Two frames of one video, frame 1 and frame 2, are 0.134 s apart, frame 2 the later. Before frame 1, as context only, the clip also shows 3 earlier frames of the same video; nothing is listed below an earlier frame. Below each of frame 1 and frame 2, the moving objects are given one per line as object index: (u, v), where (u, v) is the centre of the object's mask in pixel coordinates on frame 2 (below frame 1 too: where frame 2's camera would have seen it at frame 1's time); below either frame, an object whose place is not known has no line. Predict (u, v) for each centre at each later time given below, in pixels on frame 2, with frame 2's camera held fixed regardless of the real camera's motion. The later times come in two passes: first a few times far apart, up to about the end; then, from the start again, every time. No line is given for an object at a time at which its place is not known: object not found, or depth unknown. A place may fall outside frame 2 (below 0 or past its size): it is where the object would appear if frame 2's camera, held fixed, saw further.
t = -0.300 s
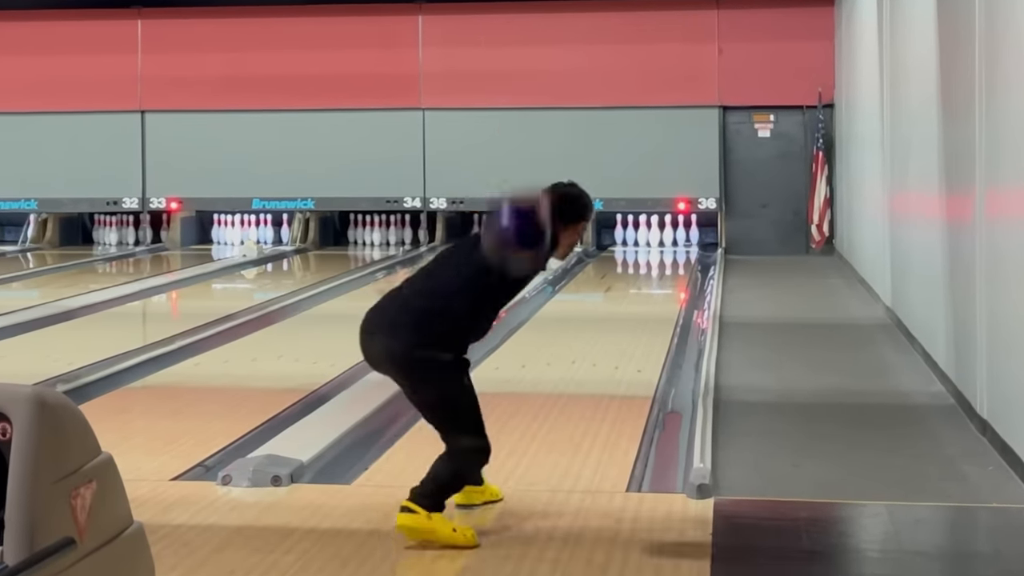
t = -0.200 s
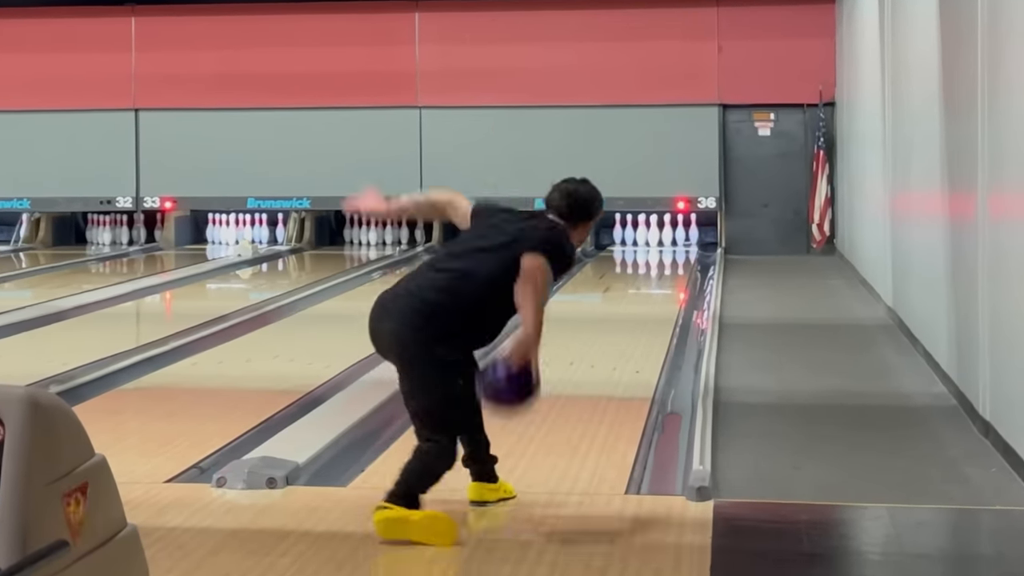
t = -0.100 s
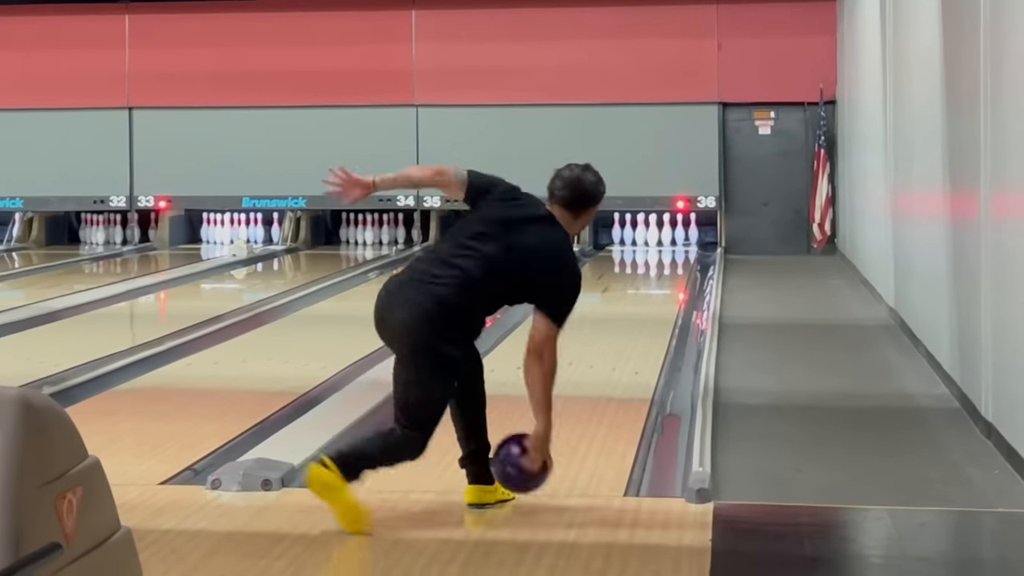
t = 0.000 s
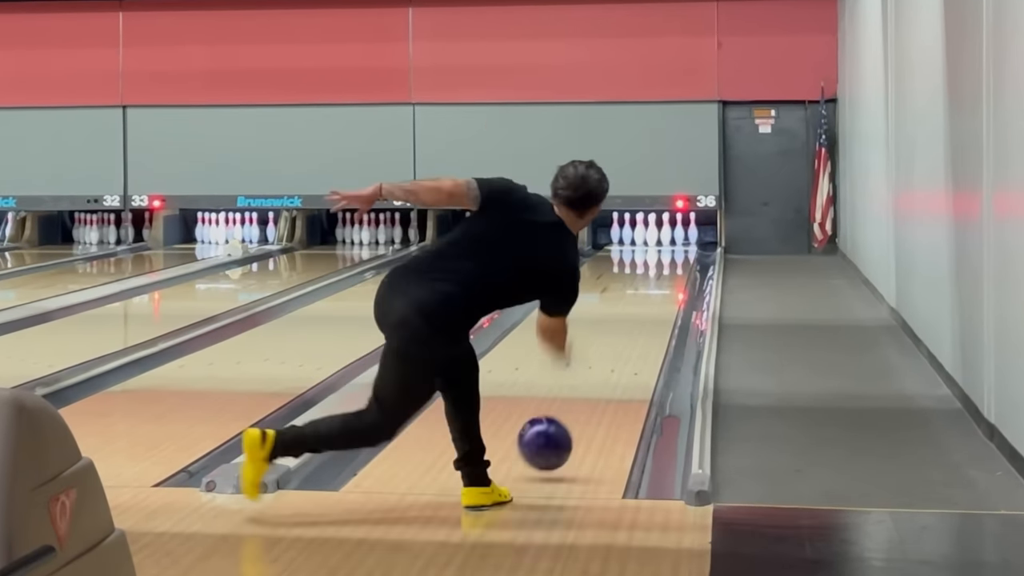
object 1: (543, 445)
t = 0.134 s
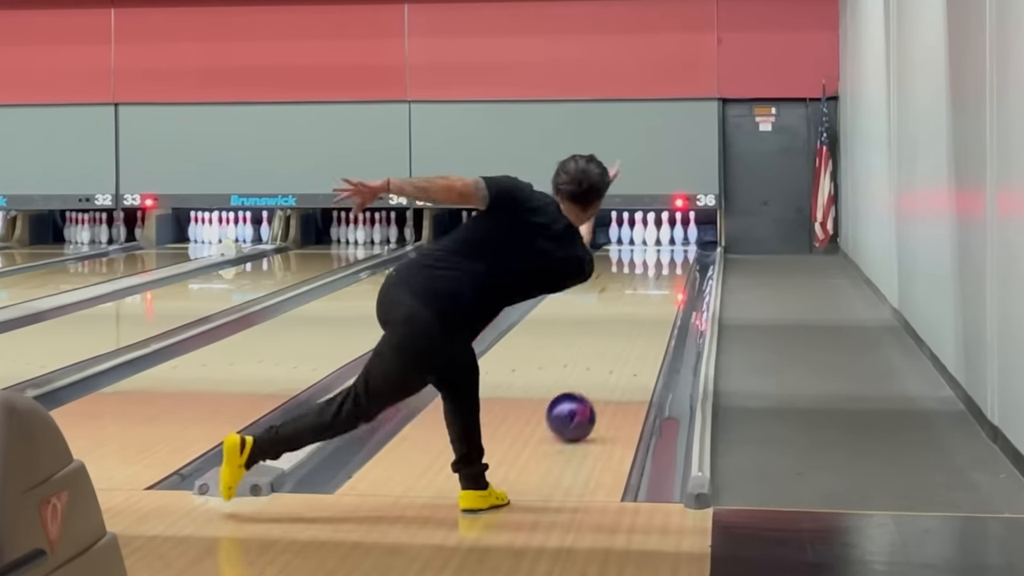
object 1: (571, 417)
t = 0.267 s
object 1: (592, 387)
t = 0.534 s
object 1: (623, 344)
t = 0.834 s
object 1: (644, 310)
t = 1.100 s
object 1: (655, 287)
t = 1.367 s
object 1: (662, 270)
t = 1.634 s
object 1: (664, 256)
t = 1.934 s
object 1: (662, 244)
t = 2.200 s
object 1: (658, 236)
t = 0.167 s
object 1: (576, 409)
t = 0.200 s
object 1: (582, 401)
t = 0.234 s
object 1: (587, 394)
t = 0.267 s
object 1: (592, 387)
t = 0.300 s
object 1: (597, 380)
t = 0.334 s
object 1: (601, 374)
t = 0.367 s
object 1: (604, 369)
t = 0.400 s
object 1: (608, 364)
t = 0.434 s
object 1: (612, 358)
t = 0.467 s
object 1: (611, 358)
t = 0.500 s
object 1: (626, 340)
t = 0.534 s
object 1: (623, 344)
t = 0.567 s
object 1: (625, 340)
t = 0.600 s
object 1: (628, 336)
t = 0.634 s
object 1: (631, 332)
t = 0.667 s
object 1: (633, 328)
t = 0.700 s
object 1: (636, 324)
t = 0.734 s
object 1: (638, 320)
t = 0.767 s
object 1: (640, 317)
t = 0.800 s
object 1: (642, 313)
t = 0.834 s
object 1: (644, 310)
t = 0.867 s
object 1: (645, 307)
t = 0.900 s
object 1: (647, 303)
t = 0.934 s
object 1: (648, 300)
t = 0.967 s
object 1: (650, 298)
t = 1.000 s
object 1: (652, 295)
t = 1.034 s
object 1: (653, 292)
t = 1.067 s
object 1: (654, 289)
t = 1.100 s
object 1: (655, 287)
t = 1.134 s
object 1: (656, 285)
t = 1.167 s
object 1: (657, 282)
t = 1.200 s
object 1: (658, 280)
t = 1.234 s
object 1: (659, 278)
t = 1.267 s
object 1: (659, 276)
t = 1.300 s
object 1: (660, 274)
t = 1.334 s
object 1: (661, 272)
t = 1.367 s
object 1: (662, 270)
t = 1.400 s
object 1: (662, 268)
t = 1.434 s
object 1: (663, 266)
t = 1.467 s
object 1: (663, 265)
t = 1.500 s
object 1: (663, 263)
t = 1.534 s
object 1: (663, 261)
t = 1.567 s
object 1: (663, 259)
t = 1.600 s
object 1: (663, 257)
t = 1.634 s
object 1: (664, 256)
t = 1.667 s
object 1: (663, 255)
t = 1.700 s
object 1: (663, 253)
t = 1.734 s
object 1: (664, 252)
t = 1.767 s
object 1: (664, 250)
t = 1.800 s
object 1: (664, 249)
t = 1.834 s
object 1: (663, 248)
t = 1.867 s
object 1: (663, 246)
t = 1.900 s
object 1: (663, 245)
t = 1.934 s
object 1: (662, 244)
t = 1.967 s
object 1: (662, 243)
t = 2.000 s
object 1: (662, 242)
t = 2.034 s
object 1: (661, 241)
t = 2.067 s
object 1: (660, 240)
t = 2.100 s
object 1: (660, 239)
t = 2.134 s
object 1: (659, 238)
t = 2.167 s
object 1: (659, 237)
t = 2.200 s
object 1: (658, 236)
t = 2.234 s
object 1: (660, 235)
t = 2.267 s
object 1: (661, 235)
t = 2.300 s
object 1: (663, 234)
